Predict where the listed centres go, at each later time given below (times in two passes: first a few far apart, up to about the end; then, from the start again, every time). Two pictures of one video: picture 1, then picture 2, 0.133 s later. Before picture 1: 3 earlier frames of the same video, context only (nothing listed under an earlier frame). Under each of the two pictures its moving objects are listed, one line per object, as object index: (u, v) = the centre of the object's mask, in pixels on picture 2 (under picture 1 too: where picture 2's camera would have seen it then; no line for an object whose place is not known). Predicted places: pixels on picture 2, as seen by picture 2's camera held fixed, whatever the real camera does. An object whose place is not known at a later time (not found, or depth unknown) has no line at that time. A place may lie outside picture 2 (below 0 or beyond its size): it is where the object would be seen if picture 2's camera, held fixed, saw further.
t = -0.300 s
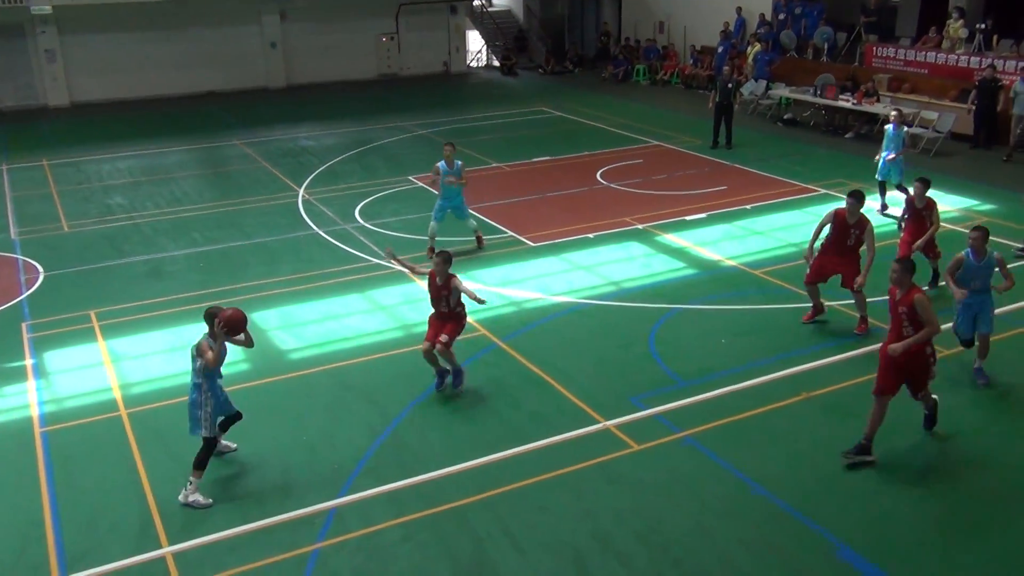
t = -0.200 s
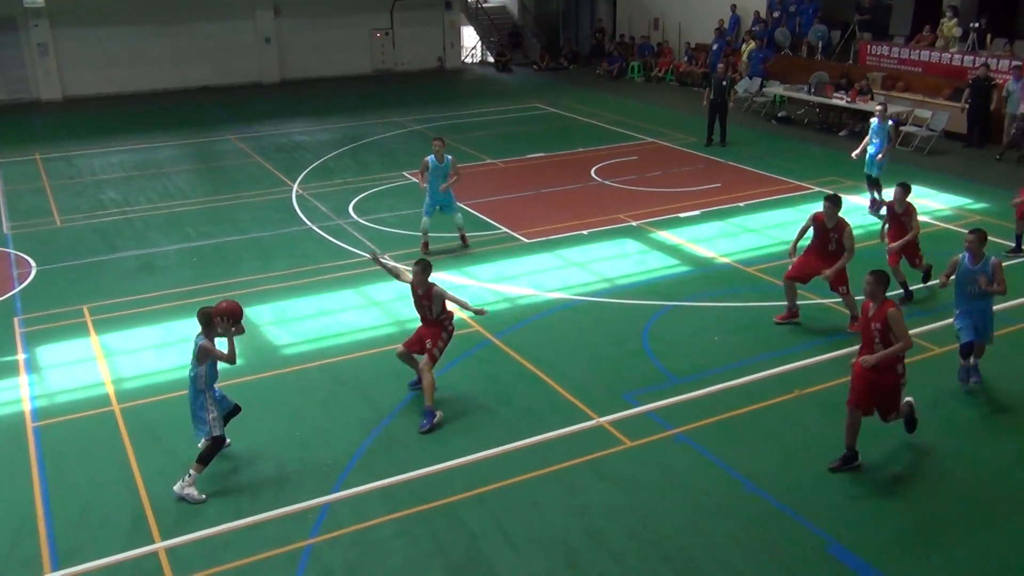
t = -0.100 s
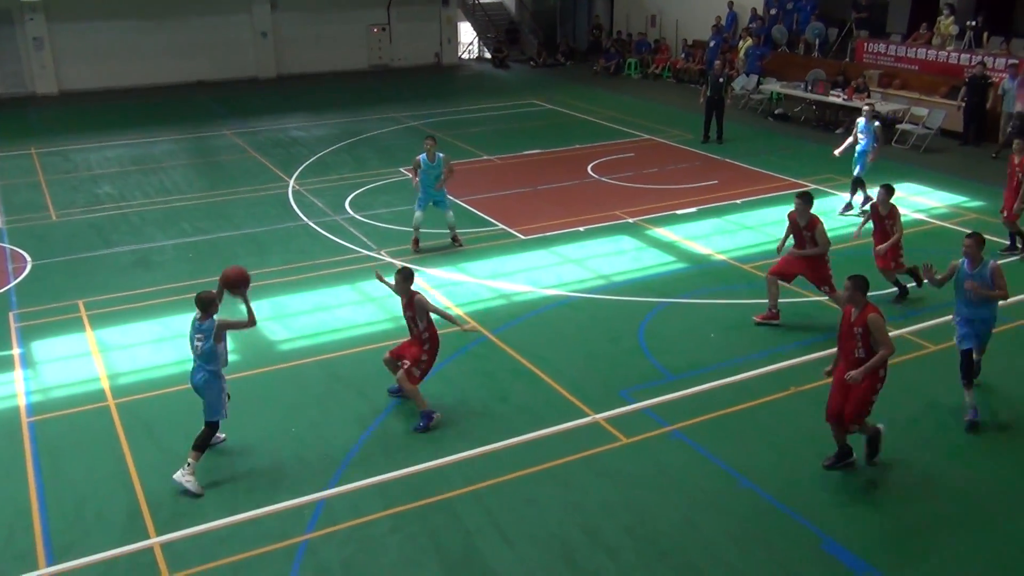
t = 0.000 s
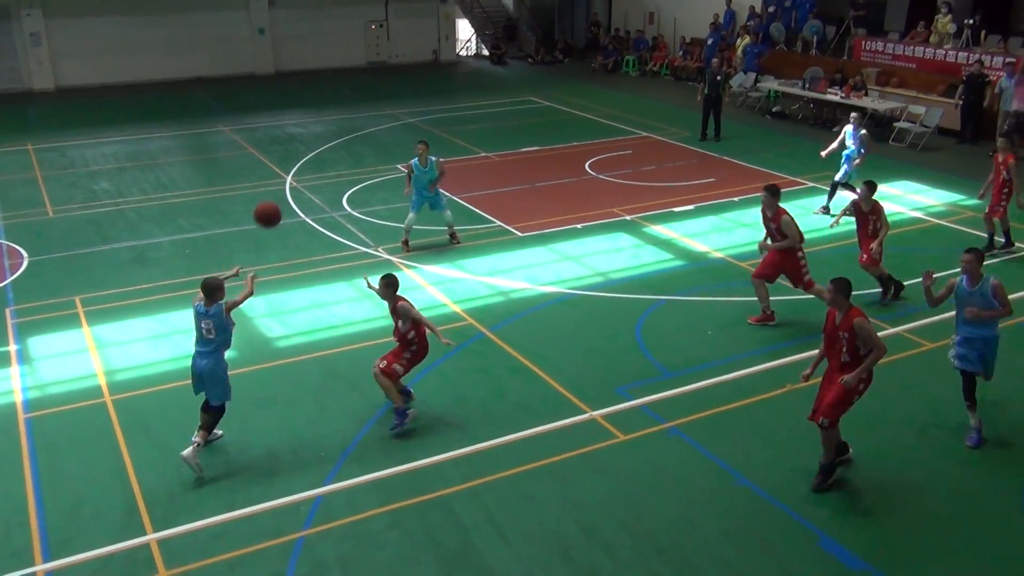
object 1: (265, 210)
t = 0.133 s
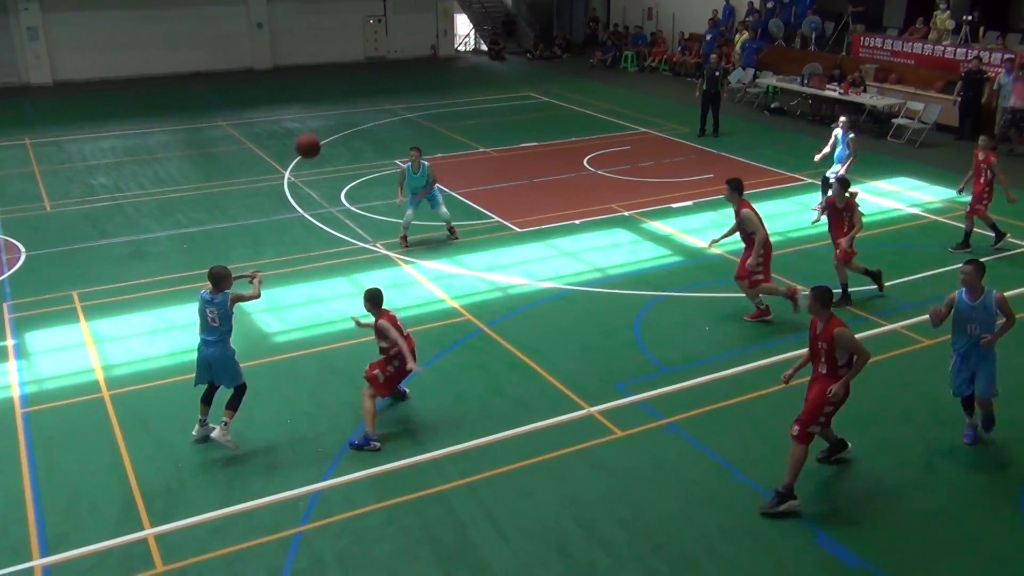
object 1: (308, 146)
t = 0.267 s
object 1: (344, 109)
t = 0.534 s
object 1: (401, 91)
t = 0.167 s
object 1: (317, 134)
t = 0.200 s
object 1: (327, 124)
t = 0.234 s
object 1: (335, 116)
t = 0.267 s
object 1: (344, 109)
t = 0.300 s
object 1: (352, 102)
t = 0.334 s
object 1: (360, 97)
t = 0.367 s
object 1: (367, 93)
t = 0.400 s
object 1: (375, 91)
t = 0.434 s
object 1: (382, 90)
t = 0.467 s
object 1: (388, 89)
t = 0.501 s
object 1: (395, 90)
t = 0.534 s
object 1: (401, 91)
